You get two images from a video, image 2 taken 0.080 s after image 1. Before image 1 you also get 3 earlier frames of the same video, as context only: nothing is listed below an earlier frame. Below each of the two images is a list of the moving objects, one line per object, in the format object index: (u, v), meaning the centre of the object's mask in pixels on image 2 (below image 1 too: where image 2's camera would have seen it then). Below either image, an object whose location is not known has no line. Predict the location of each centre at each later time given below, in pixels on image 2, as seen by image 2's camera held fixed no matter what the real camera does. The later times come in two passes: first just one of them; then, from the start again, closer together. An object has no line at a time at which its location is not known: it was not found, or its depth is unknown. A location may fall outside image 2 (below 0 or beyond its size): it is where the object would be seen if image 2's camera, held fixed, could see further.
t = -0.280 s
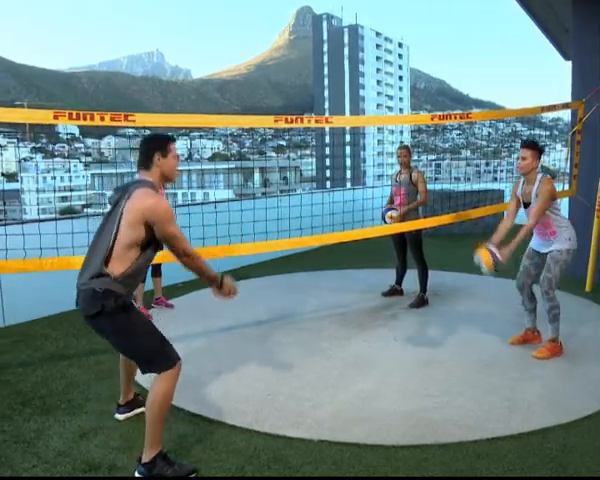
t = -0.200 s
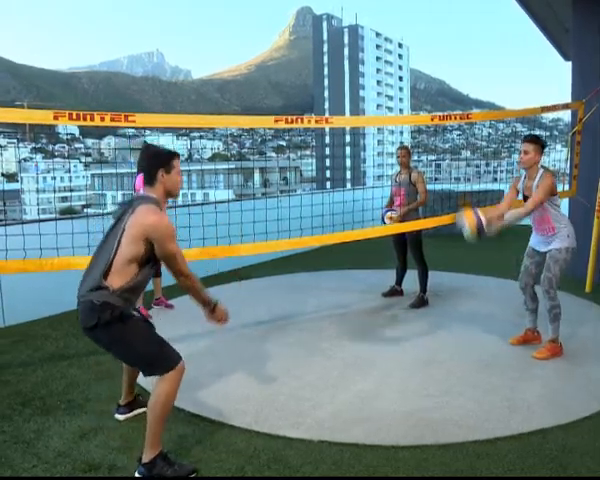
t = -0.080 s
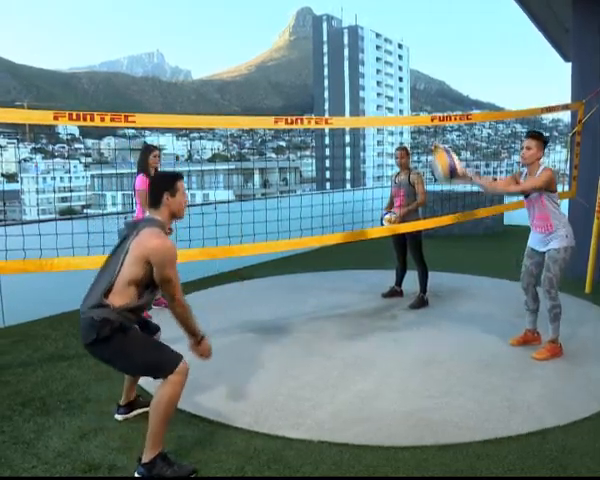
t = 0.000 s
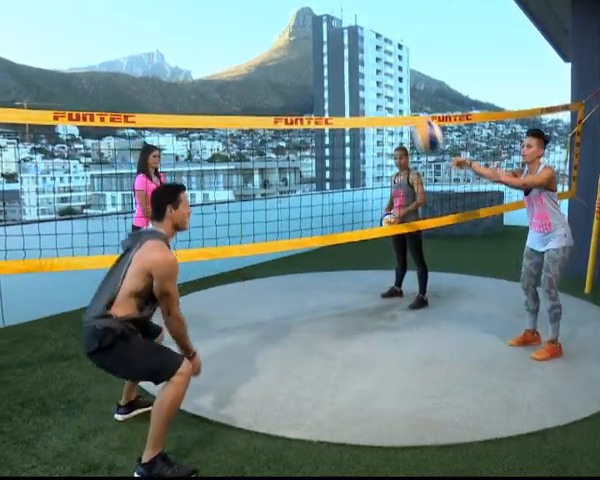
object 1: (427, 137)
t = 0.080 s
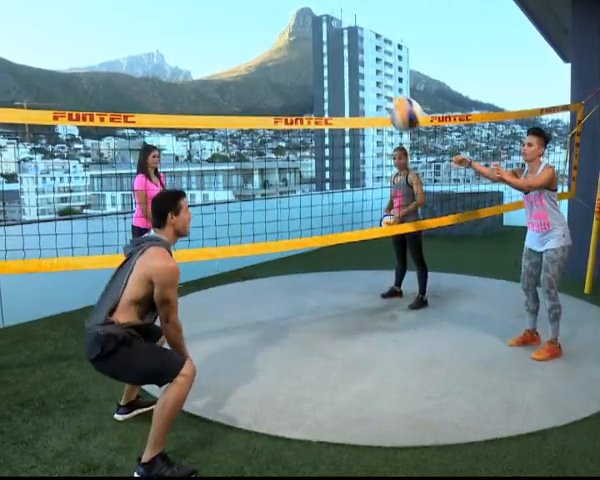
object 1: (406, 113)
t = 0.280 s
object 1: (352, 101)
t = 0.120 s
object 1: (396, 106)
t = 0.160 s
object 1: (385, 101)
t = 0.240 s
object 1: (365, 98)
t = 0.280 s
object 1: (352, 101)
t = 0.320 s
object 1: (343, 105)
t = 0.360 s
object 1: (331, 112)
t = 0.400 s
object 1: (320, 123)
